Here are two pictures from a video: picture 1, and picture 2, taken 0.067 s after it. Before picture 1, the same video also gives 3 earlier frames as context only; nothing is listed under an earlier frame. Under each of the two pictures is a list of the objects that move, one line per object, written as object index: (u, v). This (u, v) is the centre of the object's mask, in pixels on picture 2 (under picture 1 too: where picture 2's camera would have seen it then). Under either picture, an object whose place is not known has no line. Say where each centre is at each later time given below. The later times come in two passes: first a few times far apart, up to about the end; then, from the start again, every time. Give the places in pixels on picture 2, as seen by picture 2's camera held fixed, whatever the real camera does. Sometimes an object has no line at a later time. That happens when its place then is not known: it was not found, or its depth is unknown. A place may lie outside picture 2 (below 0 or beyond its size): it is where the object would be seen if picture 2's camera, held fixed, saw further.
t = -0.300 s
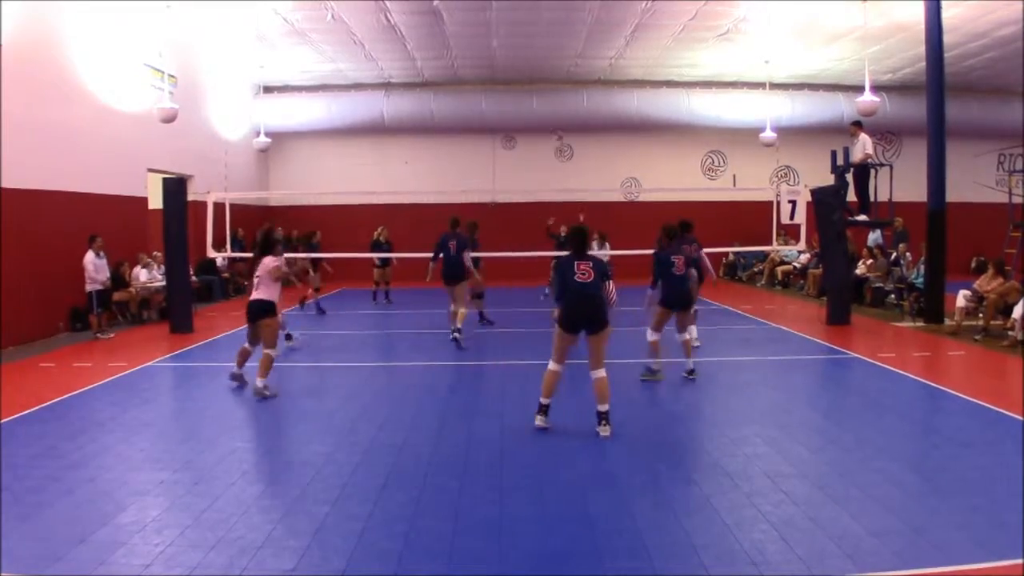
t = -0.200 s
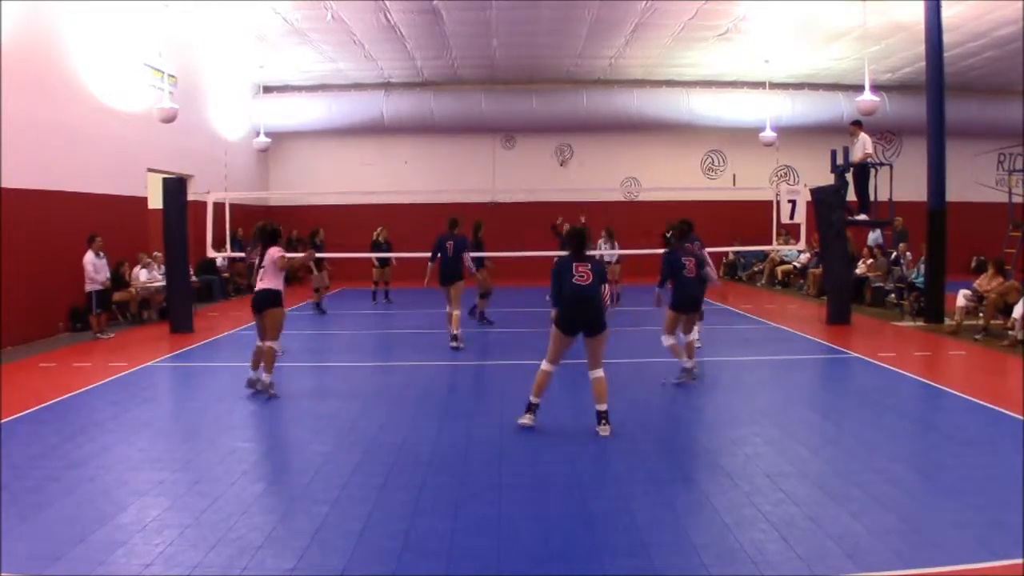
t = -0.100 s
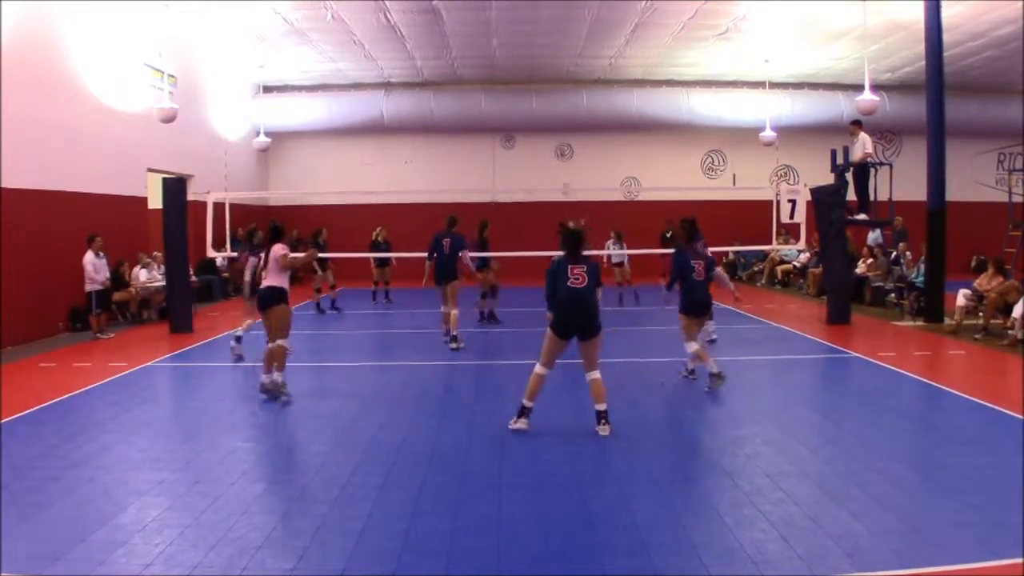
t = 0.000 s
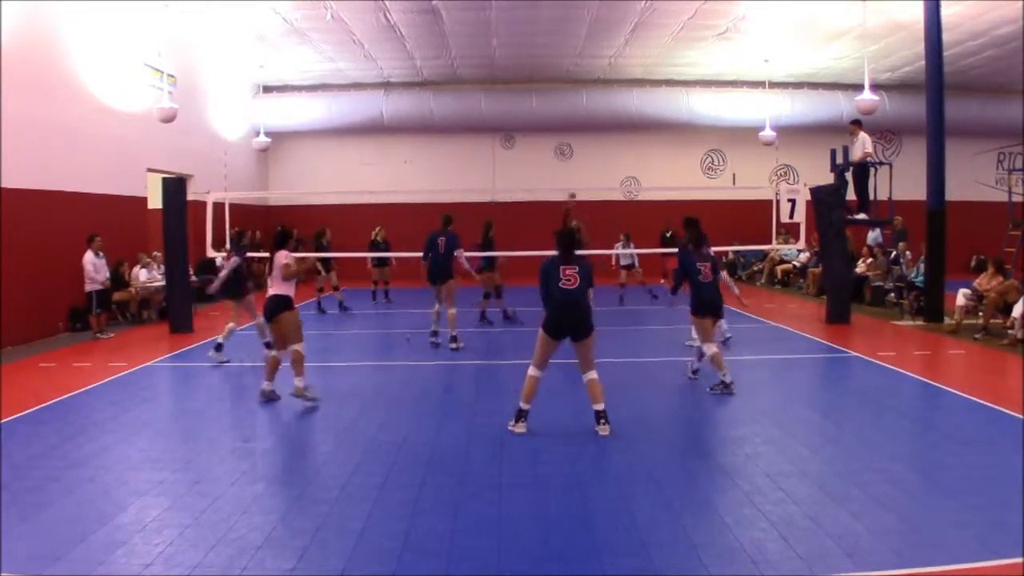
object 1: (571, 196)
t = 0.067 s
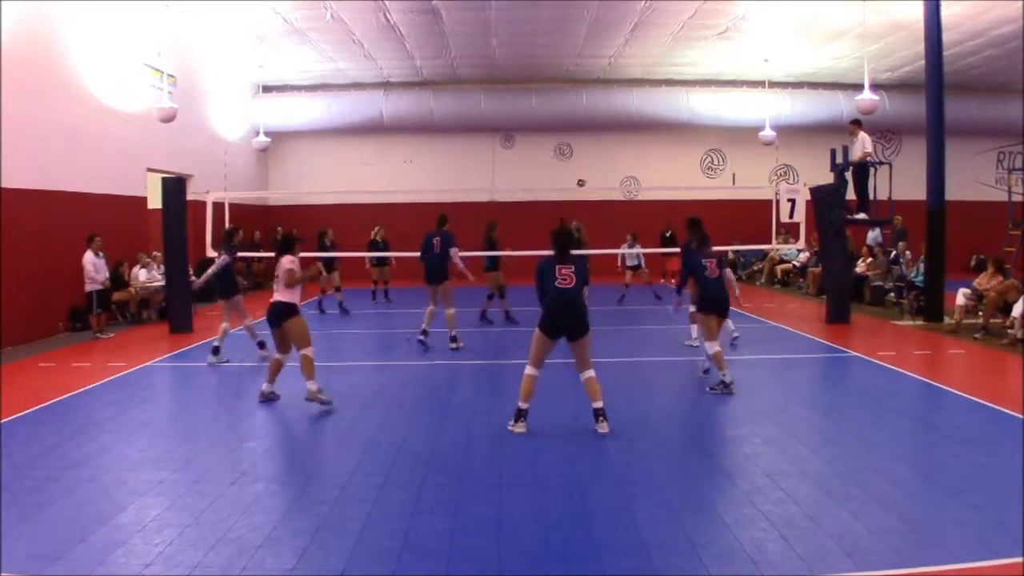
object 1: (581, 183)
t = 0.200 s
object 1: (599, 163)
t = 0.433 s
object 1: (638, 152)
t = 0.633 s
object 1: (687, 171)
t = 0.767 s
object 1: (728, 210)
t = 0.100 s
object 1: (584, 178)
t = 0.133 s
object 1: (589, 172)
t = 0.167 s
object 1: (594, 168)
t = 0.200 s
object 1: (599, 163)
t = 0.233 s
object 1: (603, 160)
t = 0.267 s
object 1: (609, 158)
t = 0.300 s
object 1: (614, 156)
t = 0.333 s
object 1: (620, 153)
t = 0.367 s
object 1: (626, 152)
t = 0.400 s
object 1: (632, 152)
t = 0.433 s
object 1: (638, 152)
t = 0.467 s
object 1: (646, 152)
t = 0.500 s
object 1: (653, 155)
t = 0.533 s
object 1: (660, 157)
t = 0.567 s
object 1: (668, 161)
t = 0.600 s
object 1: (677, 166)
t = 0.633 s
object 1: (687, 171)
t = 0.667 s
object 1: (696, 180)
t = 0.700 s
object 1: (705, 190)
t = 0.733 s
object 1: (715, 198)
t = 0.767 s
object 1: (728, 210)
